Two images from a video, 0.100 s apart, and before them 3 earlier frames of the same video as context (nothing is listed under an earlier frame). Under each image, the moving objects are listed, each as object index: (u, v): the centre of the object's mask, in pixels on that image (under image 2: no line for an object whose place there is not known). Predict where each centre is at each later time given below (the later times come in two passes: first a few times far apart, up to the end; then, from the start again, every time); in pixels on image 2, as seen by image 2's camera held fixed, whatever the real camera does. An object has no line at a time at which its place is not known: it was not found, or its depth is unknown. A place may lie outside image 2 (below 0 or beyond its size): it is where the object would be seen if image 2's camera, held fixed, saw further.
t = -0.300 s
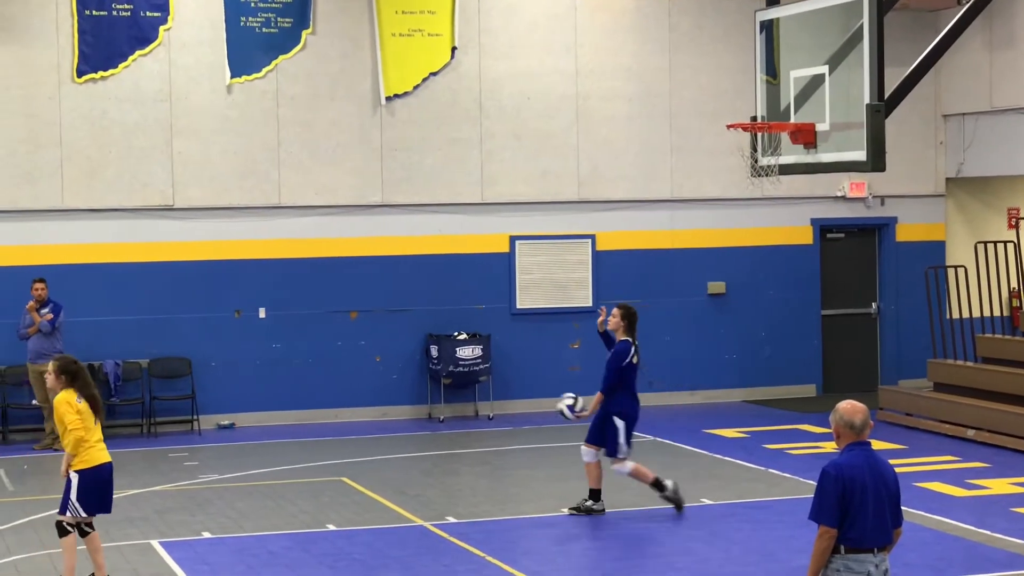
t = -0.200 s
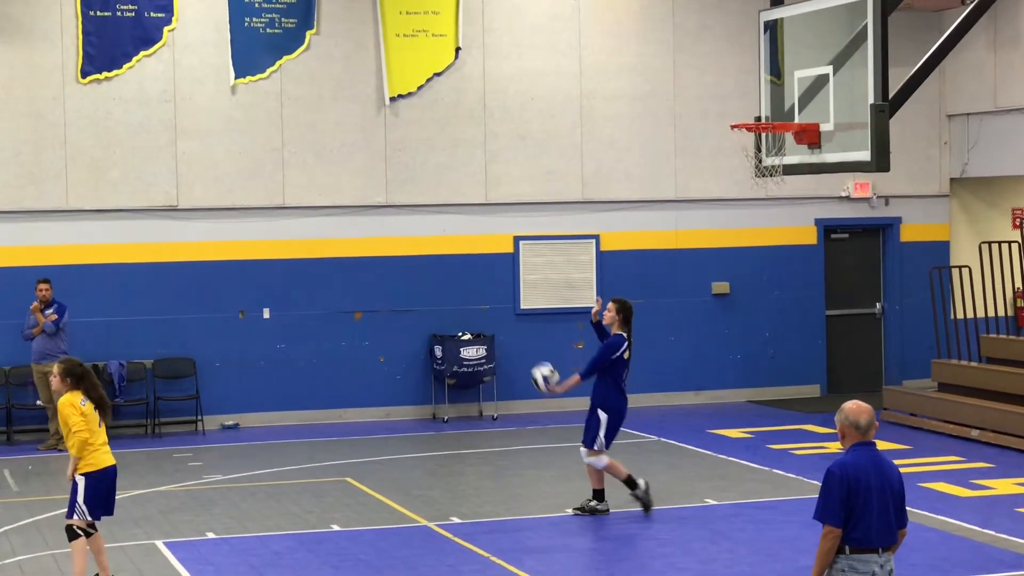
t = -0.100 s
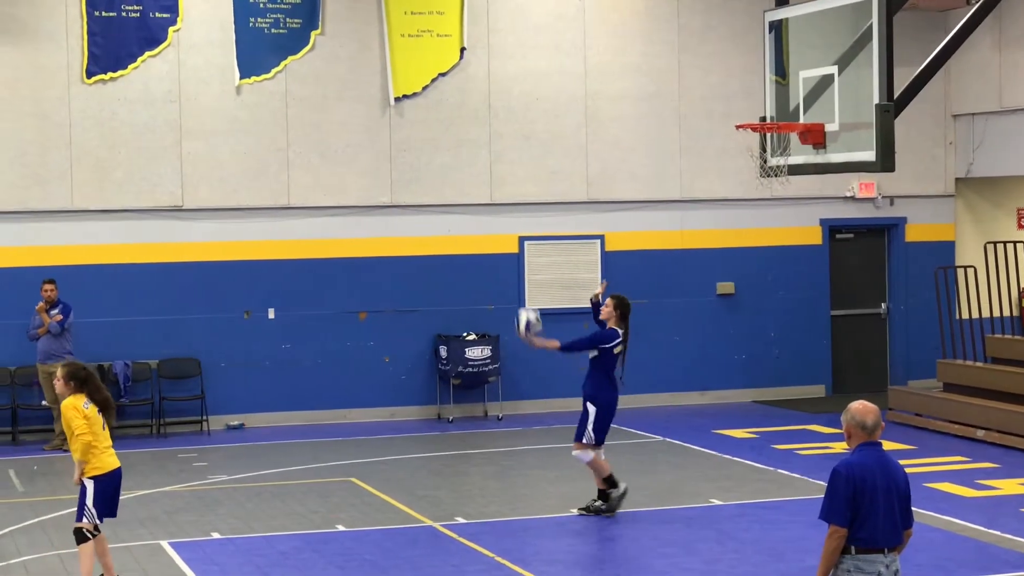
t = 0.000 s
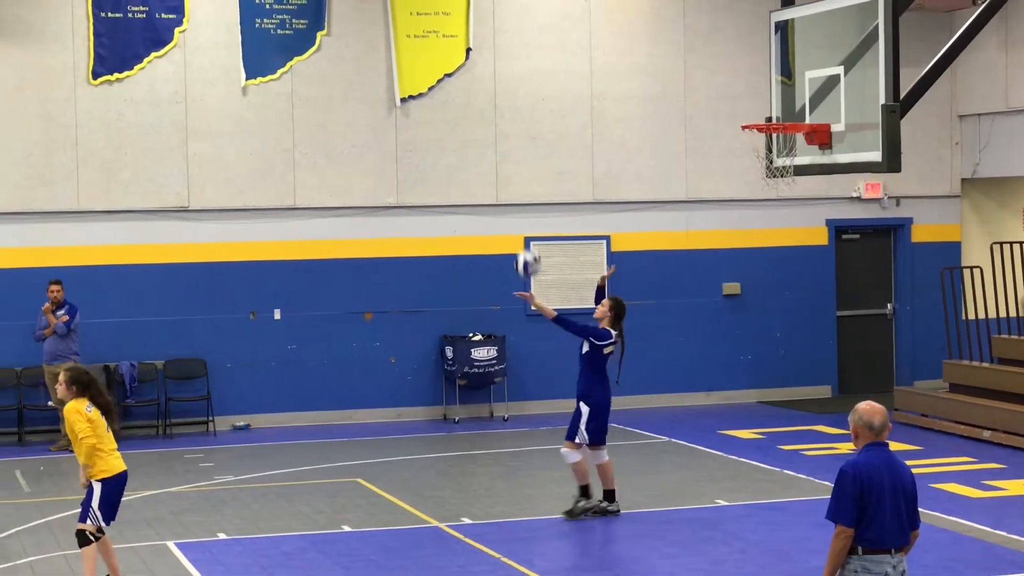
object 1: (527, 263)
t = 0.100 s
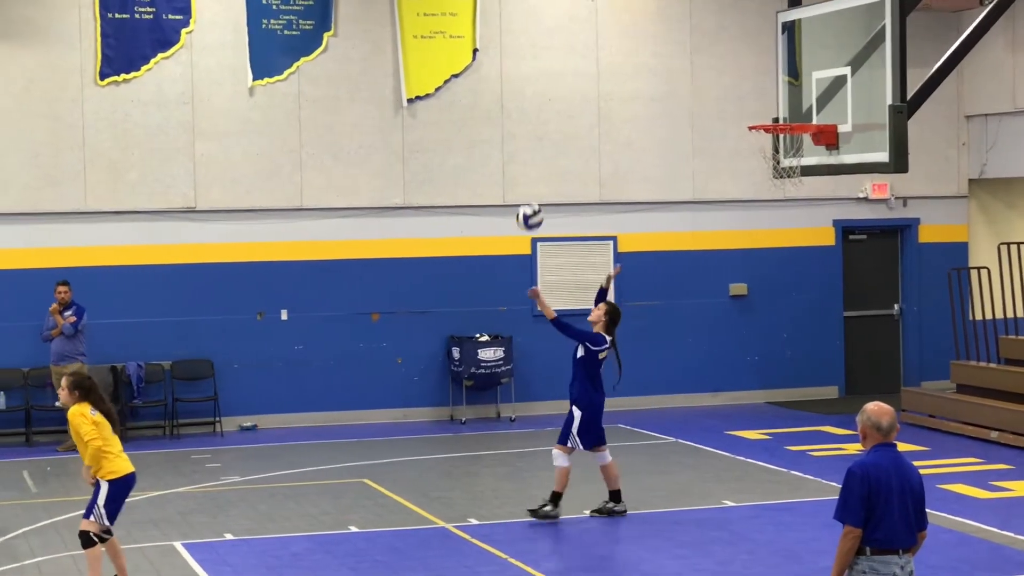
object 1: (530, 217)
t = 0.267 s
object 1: (522, 166)
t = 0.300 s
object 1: (521, 160)
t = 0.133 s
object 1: (528, 204)
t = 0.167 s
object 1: (526, 192)
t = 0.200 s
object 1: (525, 182)
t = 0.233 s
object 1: (524, 174)
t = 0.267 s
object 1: (522, 166)
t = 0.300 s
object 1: (521, 160)
